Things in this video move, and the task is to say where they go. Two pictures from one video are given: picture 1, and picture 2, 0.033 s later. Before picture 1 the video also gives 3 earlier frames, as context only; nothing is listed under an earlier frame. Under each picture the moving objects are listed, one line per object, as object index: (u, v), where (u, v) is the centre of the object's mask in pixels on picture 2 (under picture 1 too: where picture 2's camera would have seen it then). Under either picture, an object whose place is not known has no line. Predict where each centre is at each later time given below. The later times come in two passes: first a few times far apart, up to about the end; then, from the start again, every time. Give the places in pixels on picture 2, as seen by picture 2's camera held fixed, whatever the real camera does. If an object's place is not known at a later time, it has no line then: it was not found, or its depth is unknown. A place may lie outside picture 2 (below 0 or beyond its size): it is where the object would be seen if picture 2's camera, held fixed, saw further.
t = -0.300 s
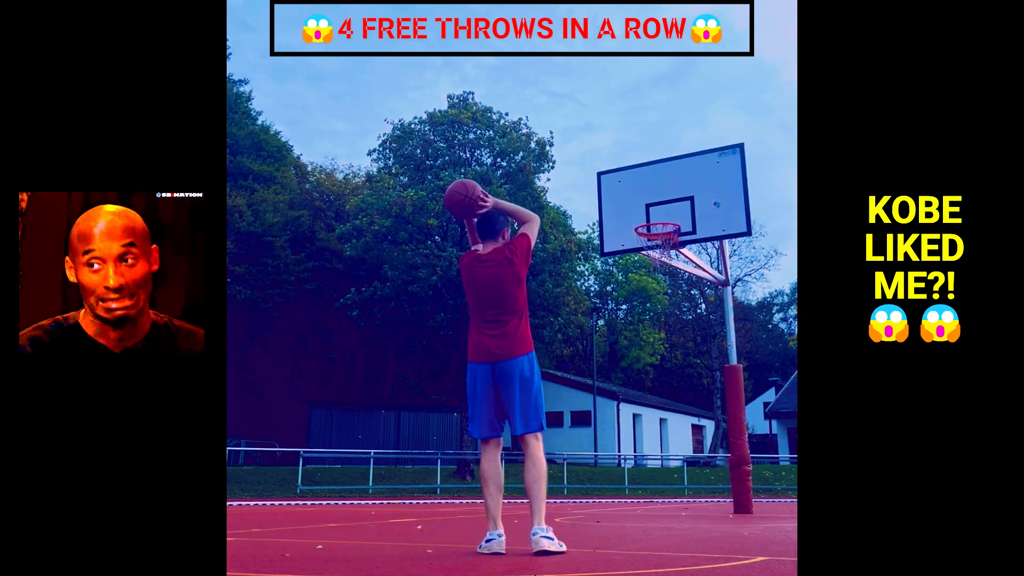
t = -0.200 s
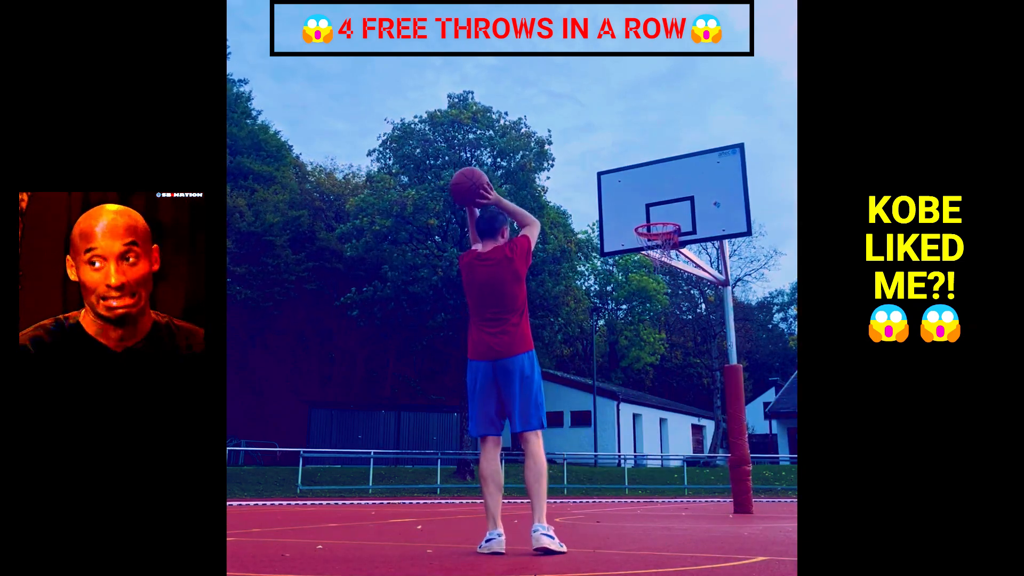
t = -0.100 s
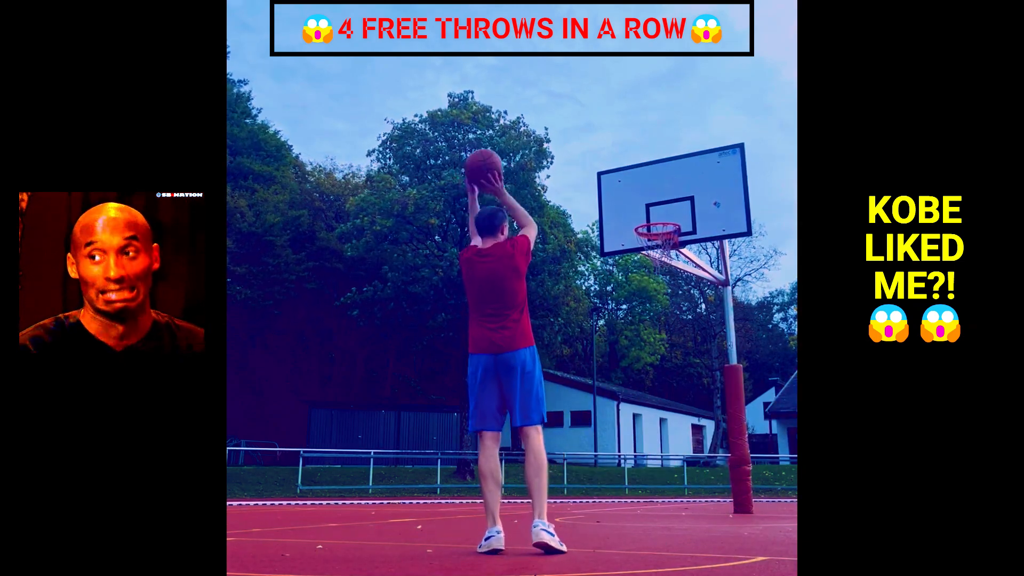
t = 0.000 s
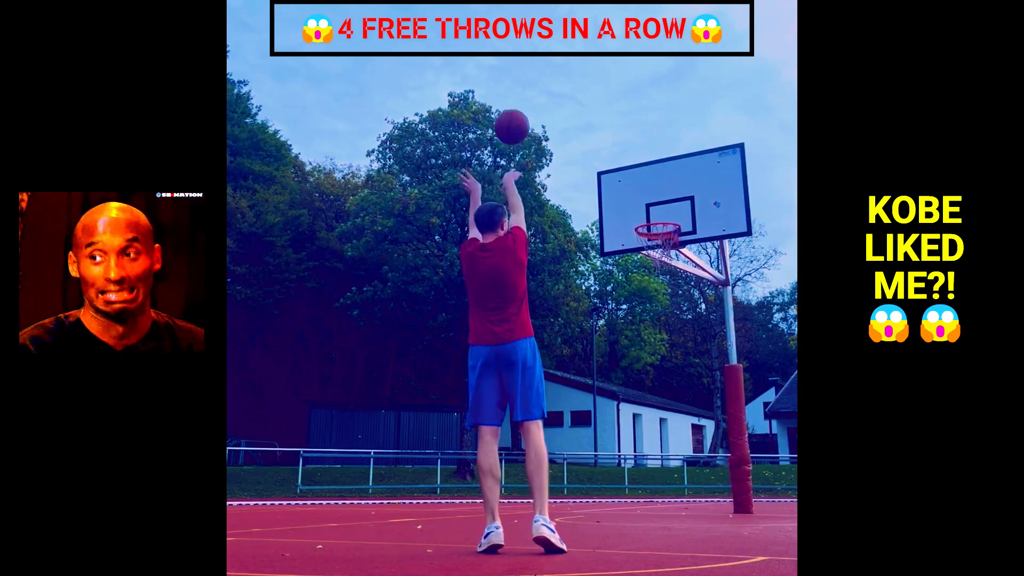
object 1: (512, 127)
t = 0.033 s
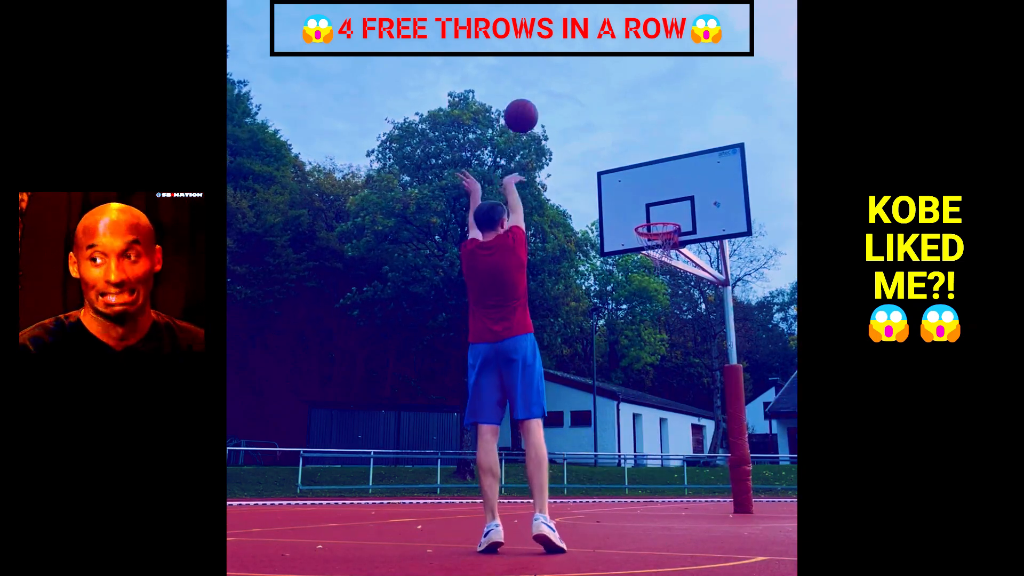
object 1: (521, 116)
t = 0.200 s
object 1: (560, 88)
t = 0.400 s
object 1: (597, 100)
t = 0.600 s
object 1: (626, 144)
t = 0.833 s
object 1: (656, 229)
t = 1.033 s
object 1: (657, 249)
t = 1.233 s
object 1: (655, 277)
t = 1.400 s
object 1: (655, 329)
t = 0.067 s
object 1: (530, 107)
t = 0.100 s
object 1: (538, 100)
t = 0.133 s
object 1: (546, 94)
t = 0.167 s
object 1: (553, 90)
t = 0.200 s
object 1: (560, 88)
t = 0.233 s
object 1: (567, 87)
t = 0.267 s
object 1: (573, 88)
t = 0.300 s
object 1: (579, 89)
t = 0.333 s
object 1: (585, 92)
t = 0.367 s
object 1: (591, 95)
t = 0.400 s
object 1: (597, 100)
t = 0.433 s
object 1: (602, 105)
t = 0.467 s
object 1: (607, 111)
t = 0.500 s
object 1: (612, 119)
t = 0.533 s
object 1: (617, 126)
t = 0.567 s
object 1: (621, 135)
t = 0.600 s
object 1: (626, 144)
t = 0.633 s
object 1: (630, 154)
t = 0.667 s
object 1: (635, 165)
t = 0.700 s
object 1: (639, 176)
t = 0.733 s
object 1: (643, 188)
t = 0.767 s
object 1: (647, 201)
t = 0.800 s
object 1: (652, 214)
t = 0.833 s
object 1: (656, 229)
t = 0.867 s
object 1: (659, 232)
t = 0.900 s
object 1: (663, 236)
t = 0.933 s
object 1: (663, 238)
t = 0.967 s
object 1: (662, 240)
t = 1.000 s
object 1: (661, 243)
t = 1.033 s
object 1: (657, 249)
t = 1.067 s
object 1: (657, 251)
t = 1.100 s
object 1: (656, 252)
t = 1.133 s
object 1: (656, 259)
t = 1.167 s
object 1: (655, 263)
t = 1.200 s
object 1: (655, 269)
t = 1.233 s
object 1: (655, 277)
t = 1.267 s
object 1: (655, 286)
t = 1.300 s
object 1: (655, 295)
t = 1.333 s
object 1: (655, 305)
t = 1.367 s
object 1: (655, 317)
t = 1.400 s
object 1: (655, 329)
